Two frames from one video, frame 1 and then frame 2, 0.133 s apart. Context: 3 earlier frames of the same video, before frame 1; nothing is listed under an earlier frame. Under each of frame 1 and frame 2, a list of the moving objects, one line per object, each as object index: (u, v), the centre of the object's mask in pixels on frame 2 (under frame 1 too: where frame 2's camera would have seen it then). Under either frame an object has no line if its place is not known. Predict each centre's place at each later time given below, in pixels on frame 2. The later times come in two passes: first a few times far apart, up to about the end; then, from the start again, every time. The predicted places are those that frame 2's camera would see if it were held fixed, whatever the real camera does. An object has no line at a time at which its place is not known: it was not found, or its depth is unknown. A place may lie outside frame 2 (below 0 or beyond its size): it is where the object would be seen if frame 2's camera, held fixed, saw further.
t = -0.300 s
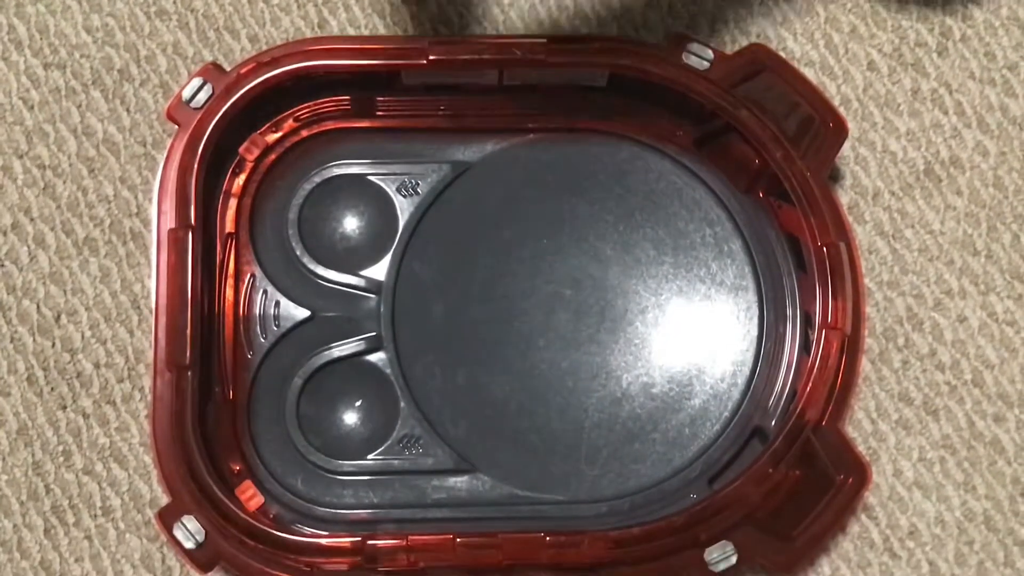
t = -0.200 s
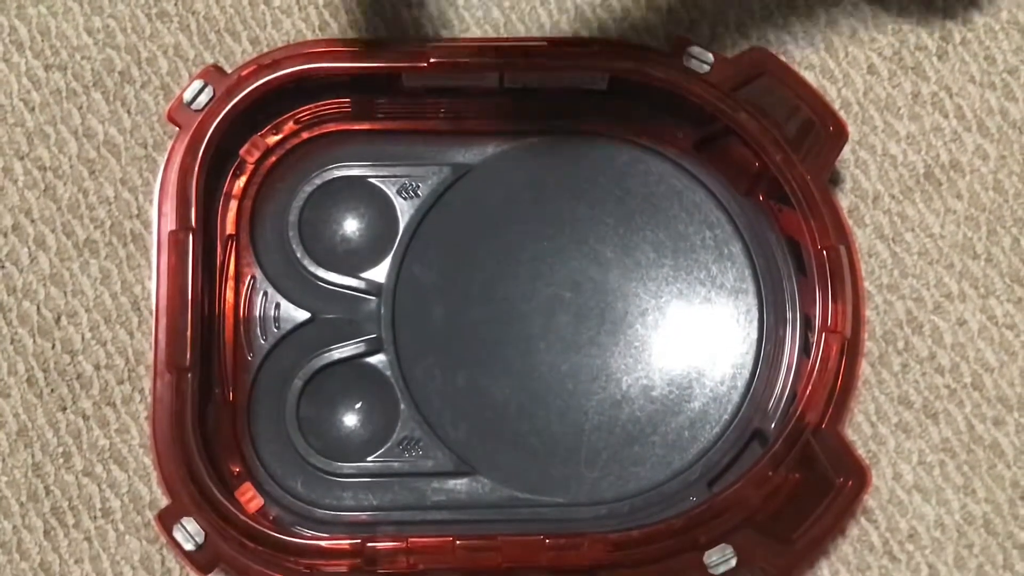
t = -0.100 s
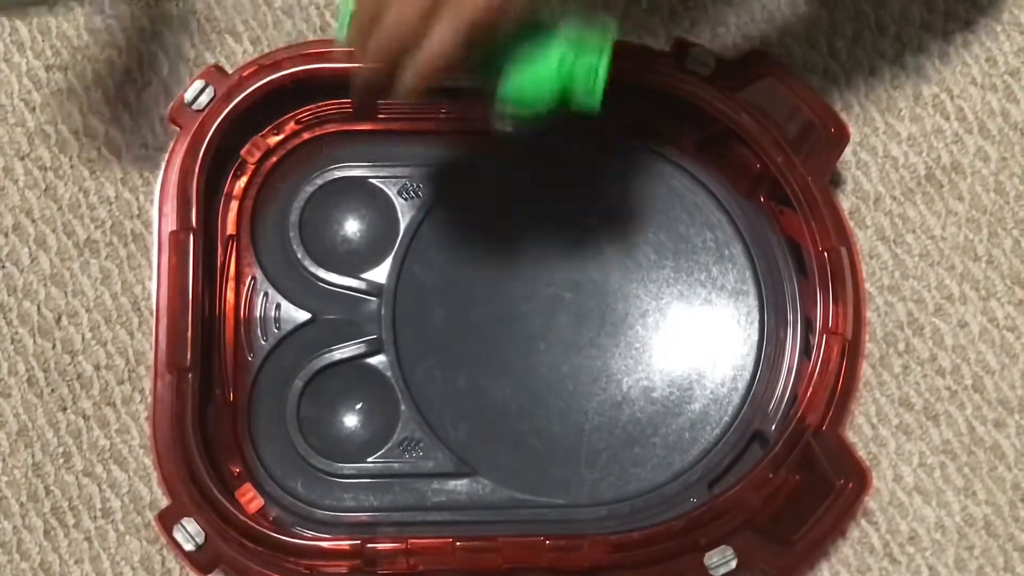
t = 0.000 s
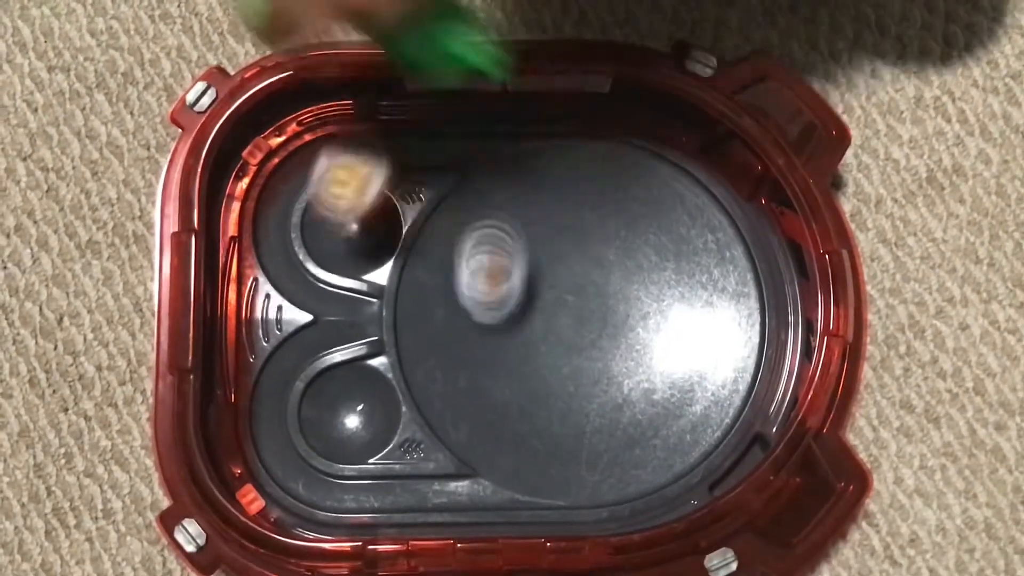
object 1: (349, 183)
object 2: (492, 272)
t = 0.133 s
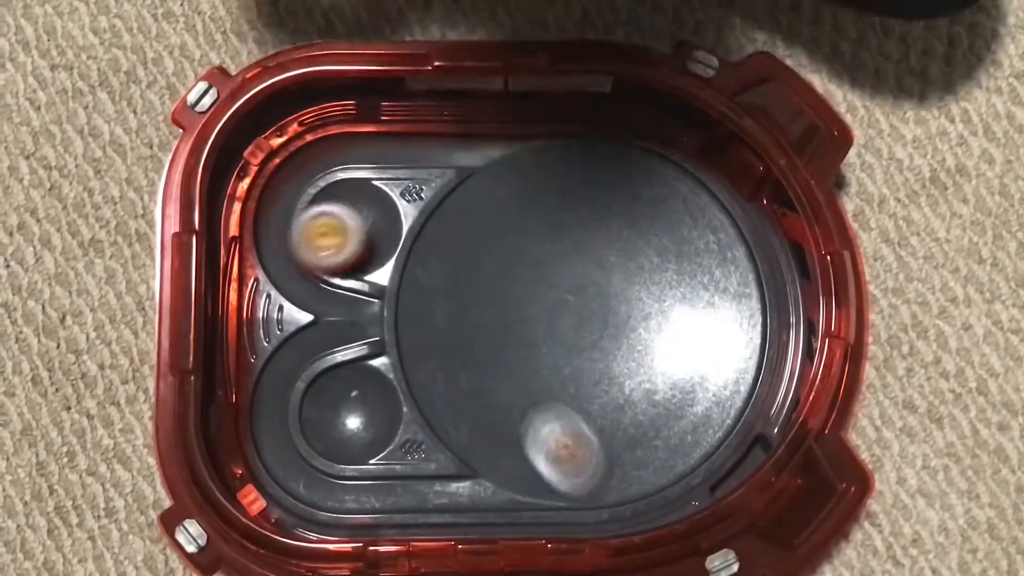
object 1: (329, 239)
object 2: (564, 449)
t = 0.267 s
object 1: (389, 197)
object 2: (652, 452)
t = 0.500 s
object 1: (351, 187)
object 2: (718, 222)
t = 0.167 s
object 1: (348, 230)
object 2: (592, 482)
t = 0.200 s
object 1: (367, 220)
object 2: (618, 501)
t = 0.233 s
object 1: (382, 207)
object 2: (638, 481)
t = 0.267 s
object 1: (389, 197)
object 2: (652, 452)
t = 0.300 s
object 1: (392, 192)
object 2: (668, 419)
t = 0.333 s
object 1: (392, 187)
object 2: (688, 391)
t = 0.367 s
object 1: (388, 183)
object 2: (697, 358)
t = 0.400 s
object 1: (383, 181)
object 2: (717, 316)
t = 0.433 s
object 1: (374, 178)
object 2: (722, 282)
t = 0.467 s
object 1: (364, 181)
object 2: (723, 250)
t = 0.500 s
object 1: (351, 187)
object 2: (718, 222)
